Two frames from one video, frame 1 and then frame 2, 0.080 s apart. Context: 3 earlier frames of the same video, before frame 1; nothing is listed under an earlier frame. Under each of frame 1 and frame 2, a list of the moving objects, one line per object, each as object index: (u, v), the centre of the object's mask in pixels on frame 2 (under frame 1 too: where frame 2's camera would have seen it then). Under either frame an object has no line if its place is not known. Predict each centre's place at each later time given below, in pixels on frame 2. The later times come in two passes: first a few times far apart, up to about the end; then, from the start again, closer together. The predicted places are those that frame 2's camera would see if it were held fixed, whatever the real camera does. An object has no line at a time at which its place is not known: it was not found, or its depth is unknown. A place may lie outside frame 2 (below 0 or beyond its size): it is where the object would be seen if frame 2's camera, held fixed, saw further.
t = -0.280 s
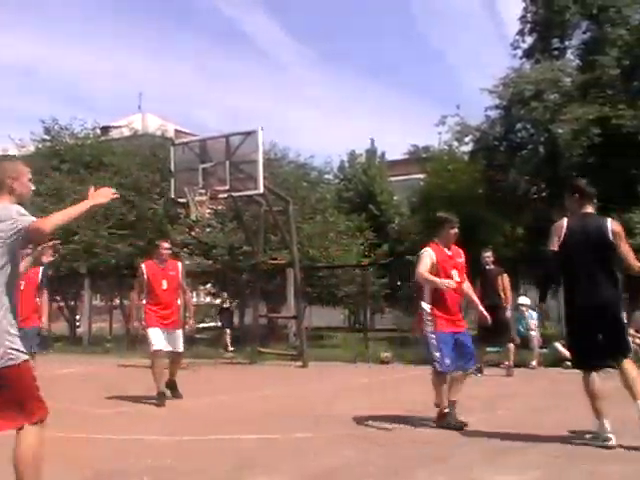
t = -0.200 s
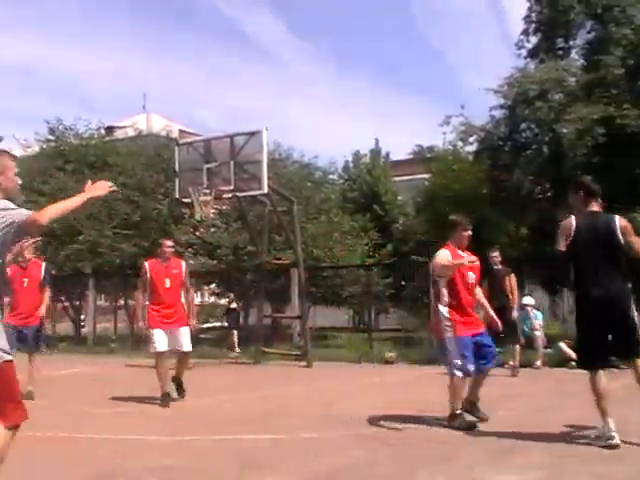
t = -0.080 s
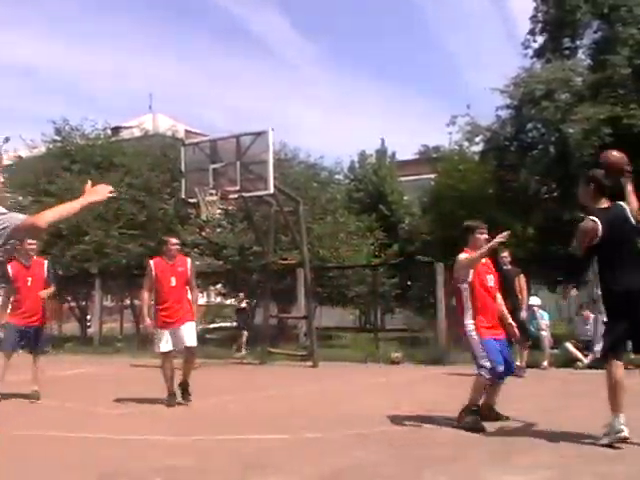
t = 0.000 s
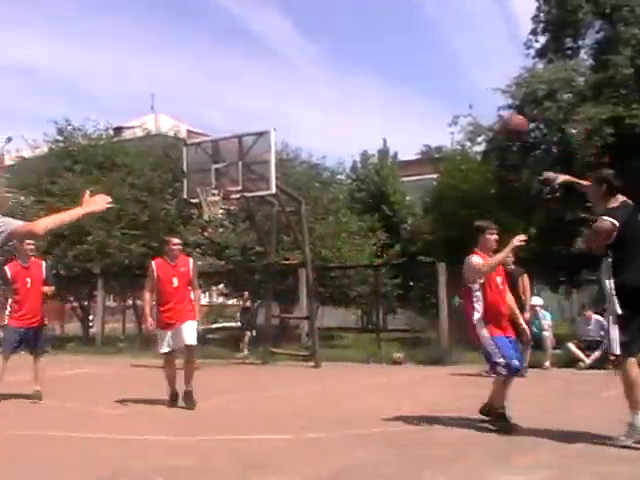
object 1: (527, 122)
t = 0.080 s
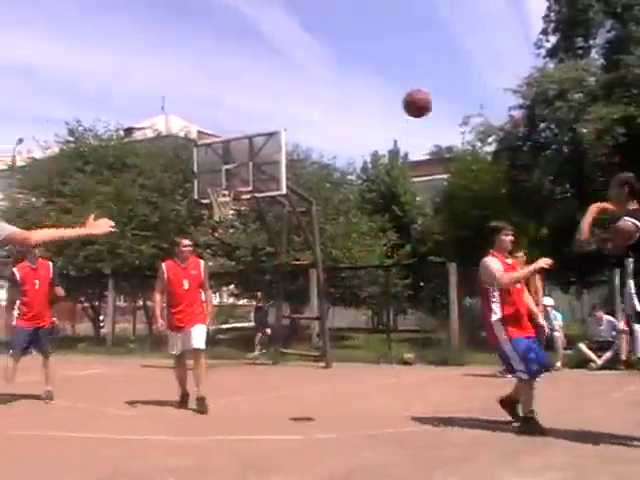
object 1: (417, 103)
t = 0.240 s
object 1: (214, 77)
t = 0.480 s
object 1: (-45, 94)
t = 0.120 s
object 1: (364, 93)
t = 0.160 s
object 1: (313, 85)
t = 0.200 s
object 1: (263, 80)
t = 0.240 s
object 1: (214, 77)
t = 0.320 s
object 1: (119, 75)
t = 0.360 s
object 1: (74, 77)
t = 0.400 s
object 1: (31, 81)
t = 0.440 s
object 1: (-11, 87)
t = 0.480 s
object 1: (-45, 94)
